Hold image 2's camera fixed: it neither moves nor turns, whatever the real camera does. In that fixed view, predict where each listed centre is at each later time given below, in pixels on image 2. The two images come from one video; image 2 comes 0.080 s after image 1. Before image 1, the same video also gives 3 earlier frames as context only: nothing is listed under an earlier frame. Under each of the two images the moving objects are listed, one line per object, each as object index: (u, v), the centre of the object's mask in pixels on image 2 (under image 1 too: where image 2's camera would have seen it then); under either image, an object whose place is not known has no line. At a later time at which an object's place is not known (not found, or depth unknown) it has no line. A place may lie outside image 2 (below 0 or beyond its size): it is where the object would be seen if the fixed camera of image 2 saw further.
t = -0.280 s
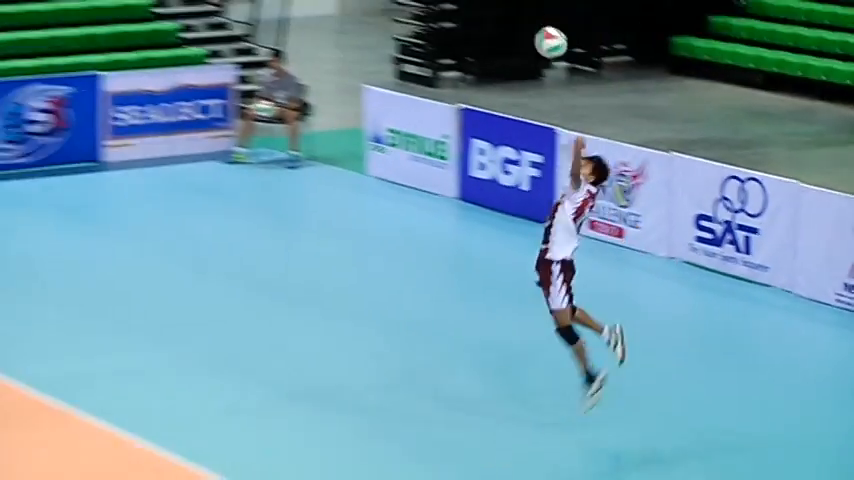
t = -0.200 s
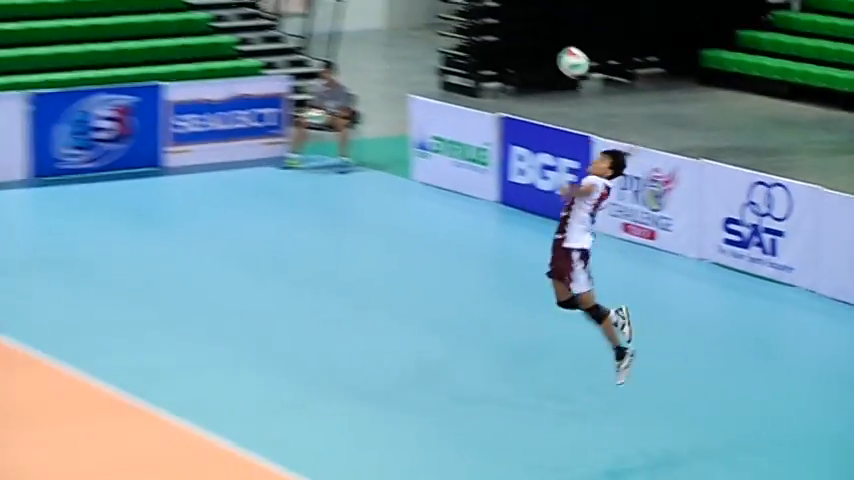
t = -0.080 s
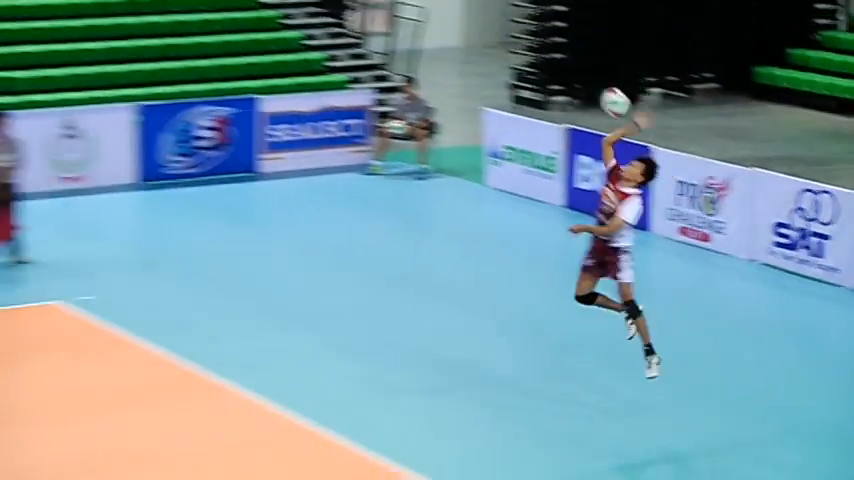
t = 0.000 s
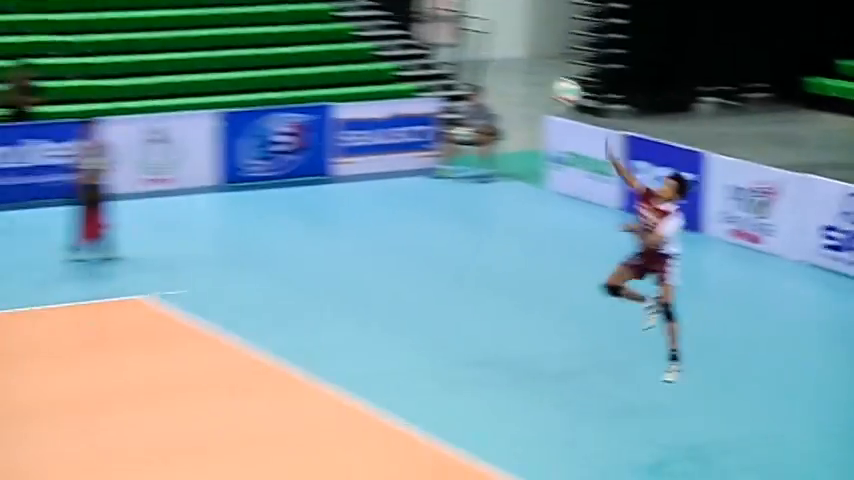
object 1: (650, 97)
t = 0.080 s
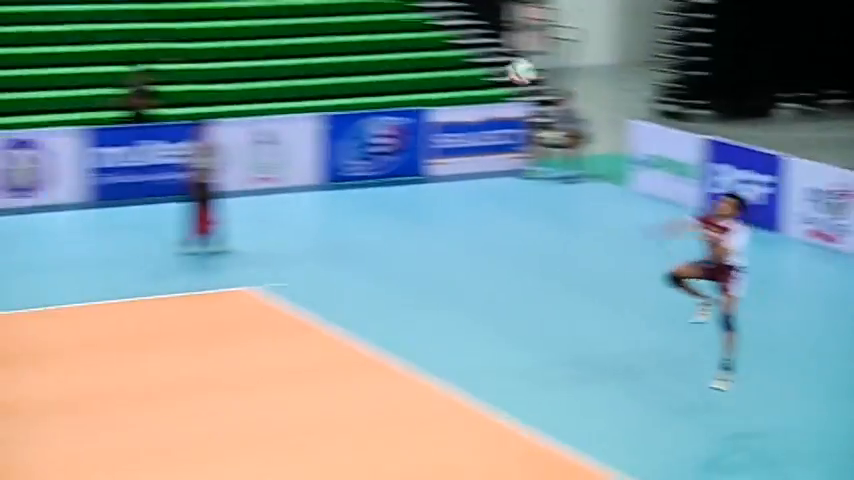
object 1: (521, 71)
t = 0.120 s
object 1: (458, 60)
